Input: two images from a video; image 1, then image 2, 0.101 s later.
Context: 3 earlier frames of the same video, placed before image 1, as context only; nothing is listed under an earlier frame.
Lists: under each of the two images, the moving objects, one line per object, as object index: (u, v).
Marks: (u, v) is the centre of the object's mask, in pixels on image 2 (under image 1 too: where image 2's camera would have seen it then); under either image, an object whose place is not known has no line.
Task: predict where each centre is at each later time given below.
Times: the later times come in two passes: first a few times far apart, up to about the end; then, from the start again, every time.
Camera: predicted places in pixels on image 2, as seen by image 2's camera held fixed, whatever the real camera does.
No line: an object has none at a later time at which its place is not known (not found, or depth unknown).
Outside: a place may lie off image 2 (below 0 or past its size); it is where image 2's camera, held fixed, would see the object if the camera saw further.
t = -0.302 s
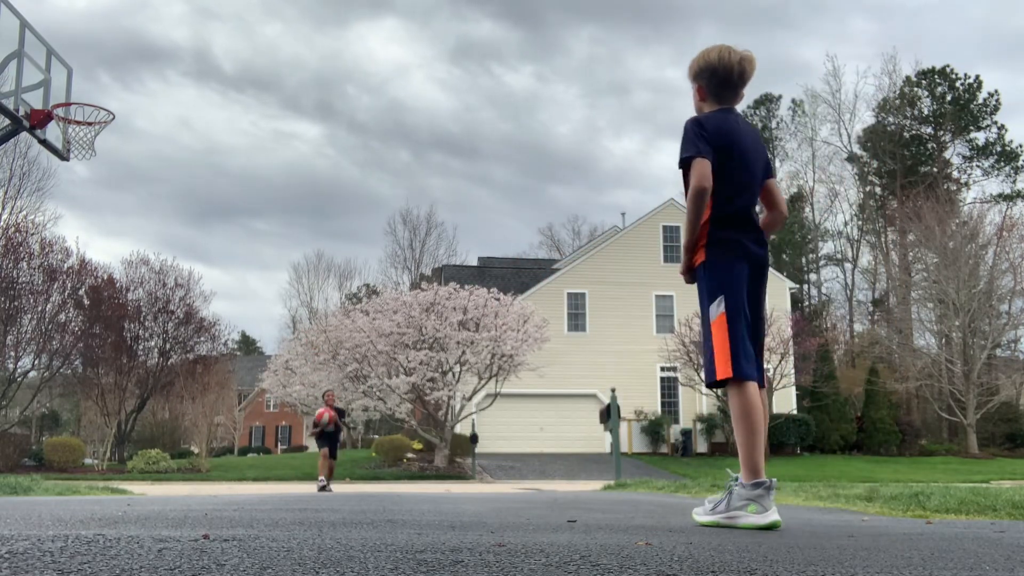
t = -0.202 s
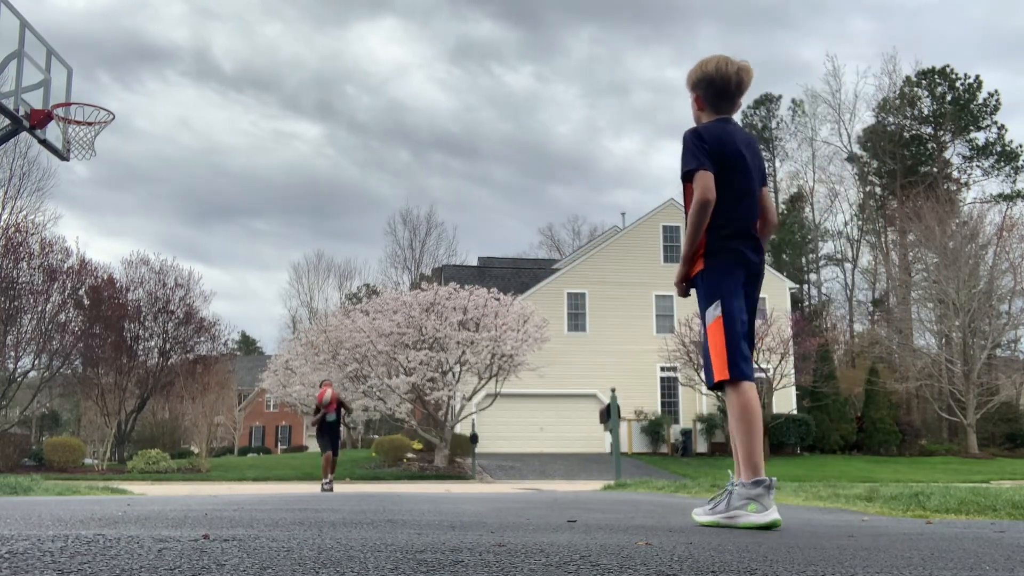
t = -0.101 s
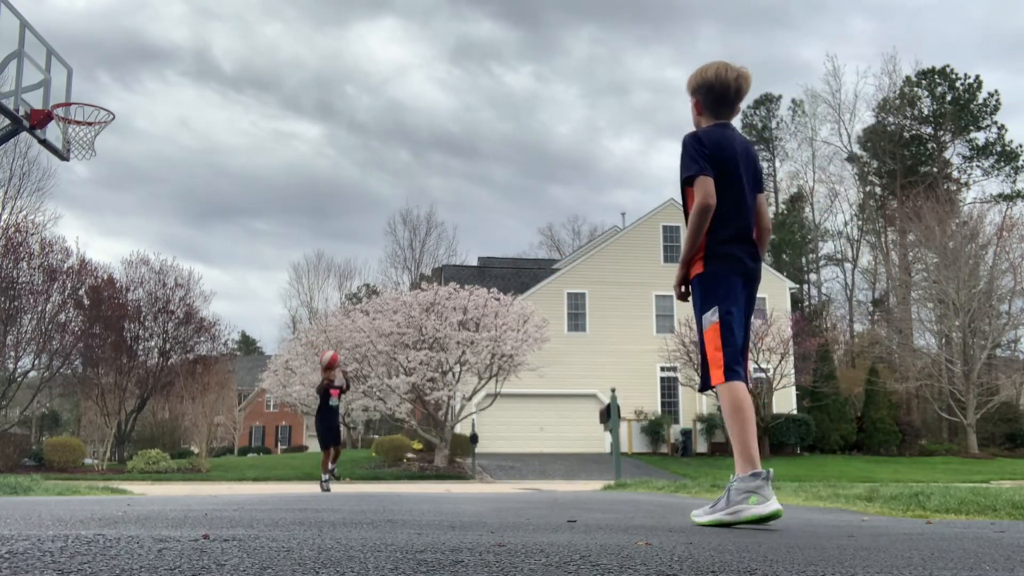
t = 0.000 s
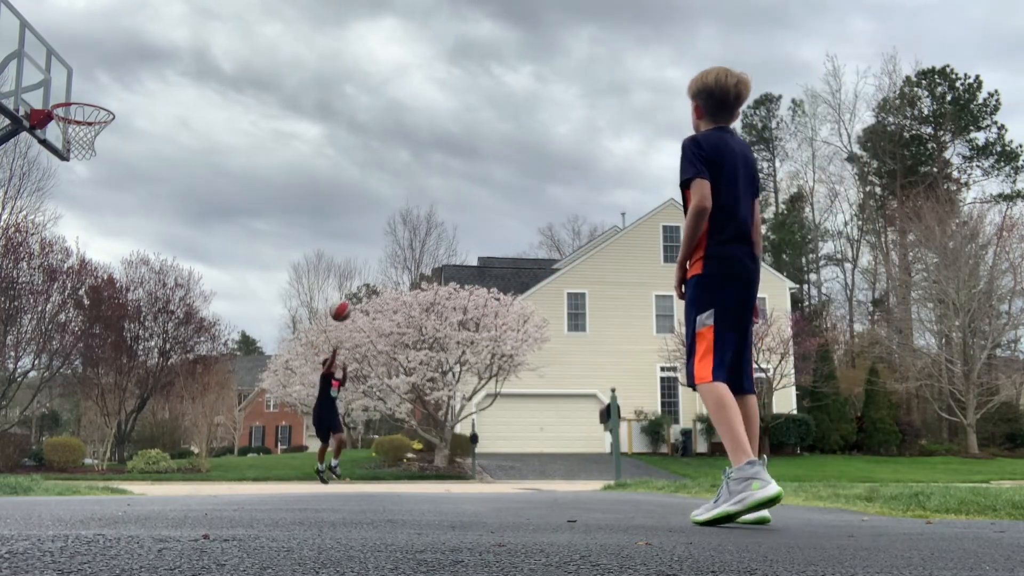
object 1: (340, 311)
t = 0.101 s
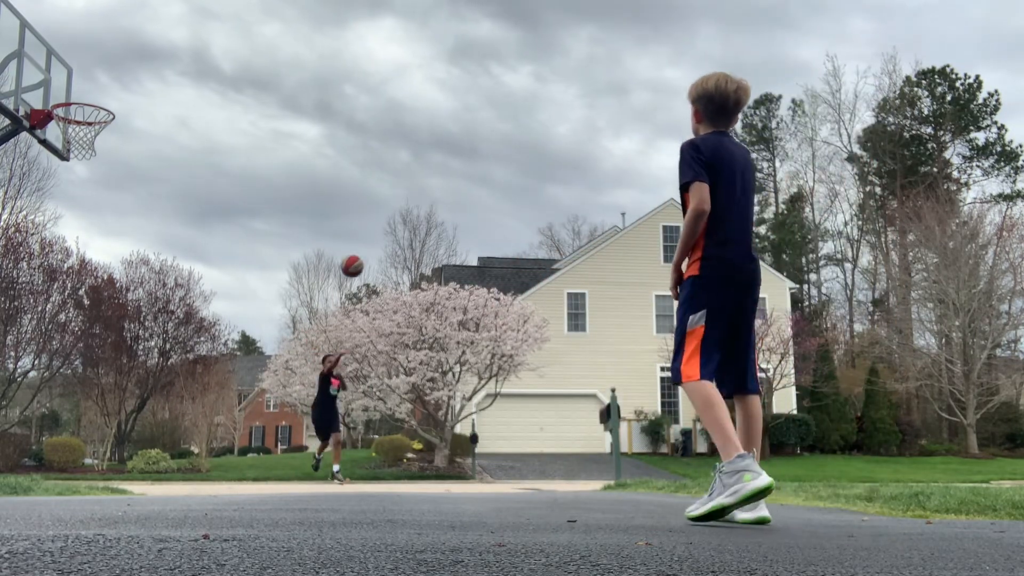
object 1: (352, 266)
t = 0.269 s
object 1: (376, 201)
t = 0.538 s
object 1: (430, 131)
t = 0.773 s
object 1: (506, 129)
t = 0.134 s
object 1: (357, 252)
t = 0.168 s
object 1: (361, 238)
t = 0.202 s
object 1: (366, 225)
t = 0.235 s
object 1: (371, 212)
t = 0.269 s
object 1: (376, 201)
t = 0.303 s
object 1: (382, 189)
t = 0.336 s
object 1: (387, 179)
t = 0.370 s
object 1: (393, 169)
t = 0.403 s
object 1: (400, 160)
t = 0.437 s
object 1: (407, 151)
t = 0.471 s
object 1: (414, 143)
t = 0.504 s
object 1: (421, 137)
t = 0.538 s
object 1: (430, 131)
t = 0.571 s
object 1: (438, 126)
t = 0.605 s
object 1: (448, 122)
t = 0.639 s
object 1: (458, 121)
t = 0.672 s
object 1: (469, 120)
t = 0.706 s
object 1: (480, 121)
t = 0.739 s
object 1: (492, 124)
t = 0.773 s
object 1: (506, 129)
